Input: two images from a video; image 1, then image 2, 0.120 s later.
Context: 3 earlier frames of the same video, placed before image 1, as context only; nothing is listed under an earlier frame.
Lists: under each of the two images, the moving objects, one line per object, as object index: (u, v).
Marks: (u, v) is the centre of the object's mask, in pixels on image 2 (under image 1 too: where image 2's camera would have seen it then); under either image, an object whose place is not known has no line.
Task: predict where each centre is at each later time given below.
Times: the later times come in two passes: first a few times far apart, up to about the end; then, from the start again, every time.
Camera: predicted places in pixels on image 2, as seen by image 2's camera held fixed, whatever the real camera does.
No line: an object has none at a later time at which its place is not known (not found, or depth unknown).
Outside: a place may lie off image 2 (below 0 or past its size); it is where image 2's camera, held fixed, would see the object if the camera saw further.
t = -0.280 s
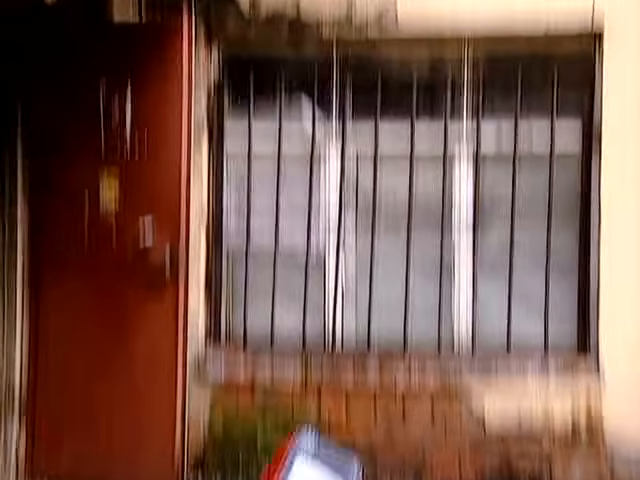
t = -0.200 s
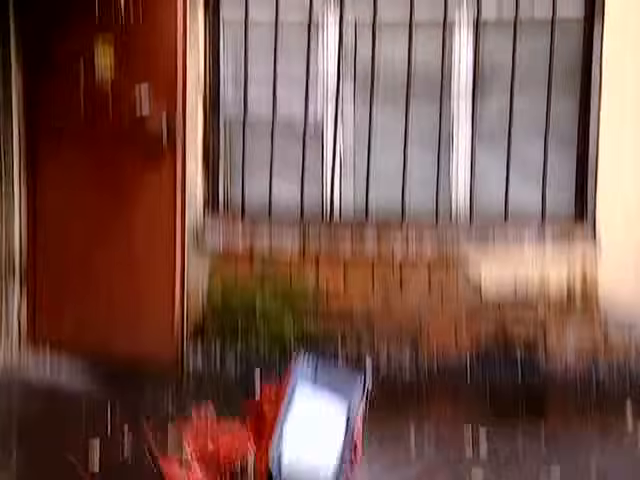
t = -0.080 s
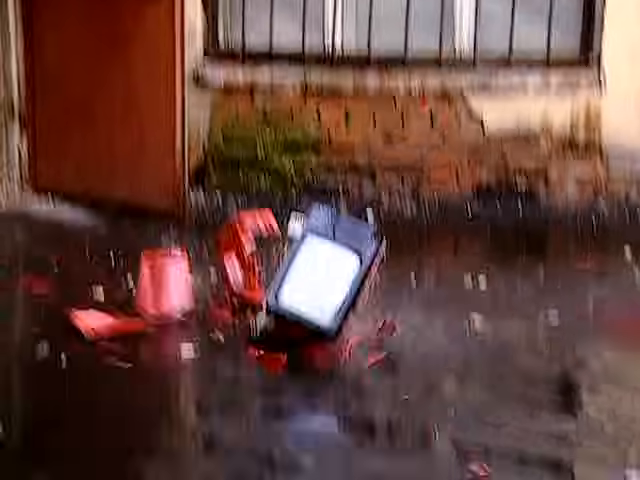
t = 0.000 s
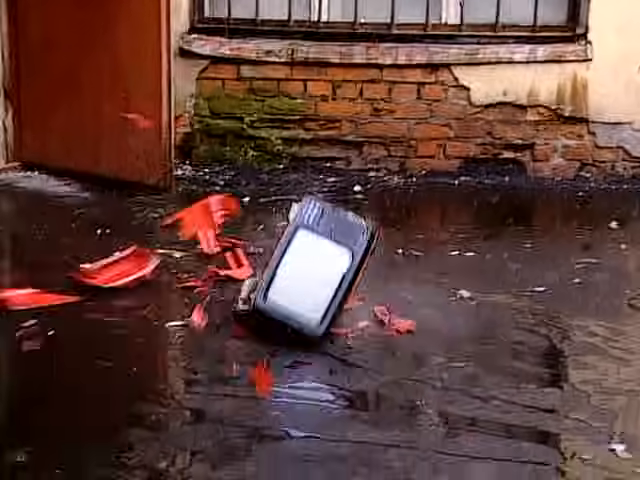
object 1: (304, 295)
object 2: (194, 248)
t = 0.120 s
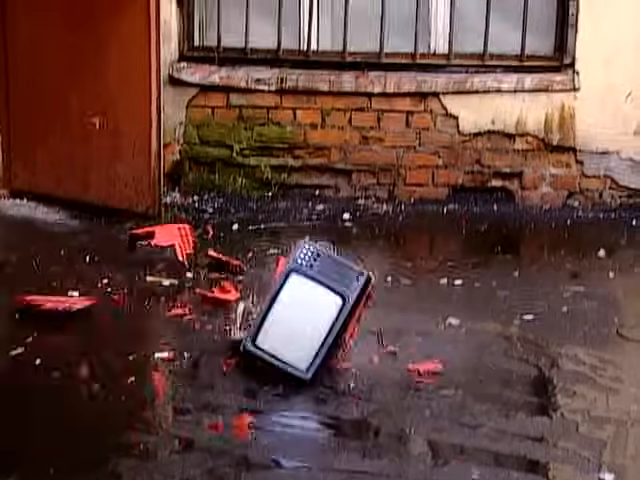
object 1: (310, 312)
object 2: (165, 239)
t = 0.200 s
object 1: (317, 313)
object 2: (158, 231)
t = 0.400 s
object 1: (340, 323)
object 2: (156, 228)
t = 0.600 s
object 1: (353, 324)
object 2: (153, 221)
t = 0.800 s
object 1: (374, 342)
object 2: (149, 227)
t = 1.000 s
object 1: (375, 344)
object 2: (149, 227)
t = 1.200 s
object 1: (376, 343)
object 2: (148, 227)
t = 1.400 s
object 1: (375, 343)
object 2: (149, 227)
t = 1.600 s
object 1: (377, 344)
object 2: (148, 227)
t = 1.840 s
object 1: (376, 343)
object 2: (148, 227)
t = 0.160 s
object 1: (312, 312)
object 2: (162, 235)
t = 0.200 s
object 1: (317, 313)
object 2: (158, 231)
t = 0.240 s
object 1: (322, 316)
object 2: (156, 231)
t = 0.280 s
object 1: (328, 317)
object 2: (155, 232)
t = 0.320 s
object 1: (332, 319)
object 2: (156, 230)
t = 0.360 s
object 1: (336, 321)
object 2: (156, 228)
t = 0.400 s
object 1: (340, 323)
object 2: (156, 228)
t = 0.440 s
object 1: (345, 323)
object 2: (154, 224)
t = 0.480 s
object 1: (348, 323)
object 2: (153, 223)
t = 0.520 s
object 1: (347, 321)
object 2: (154, 222)
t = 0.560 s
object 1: (350, 322)
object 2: (153, 220)
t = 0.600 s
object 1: (353, 324)
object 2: (153, 221)
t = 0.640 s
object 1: (358, 328)
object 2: (151, 224)
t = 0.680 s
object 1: (362, 331)
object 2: (151, 227)
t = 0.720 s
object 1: (367, 336)
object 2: (153, 228)
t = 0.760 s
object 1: (372, 341)
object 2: (152, 225)
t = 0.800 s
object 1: (374, 342)
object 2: (149, 227)
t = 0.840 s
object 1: (375, 342)
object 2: (149, 227)
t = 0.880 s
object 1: (376, 342)
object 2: (149, 226)
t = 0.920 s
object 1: (376, 343)
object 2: (149, 226)
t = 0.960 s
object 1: (376, 343)
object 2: (148, 227)
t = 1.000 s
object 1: (375, 344)
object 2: (149, 227)
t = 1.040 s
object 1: (375, 344)
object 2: (149, 226)
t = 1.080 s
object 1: (375, 344)
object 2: (149, 226)
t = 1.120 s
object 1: (376, 344)
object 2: (148, 227)
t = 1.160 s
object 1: (376, 344)
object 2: (149, 226)
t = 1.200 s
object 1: (376, 343)
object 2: (148, 227)
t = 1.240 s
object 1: (376, 343)
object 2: (148, 227)
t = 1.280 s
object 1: (376, 343)
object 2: (149, 226)
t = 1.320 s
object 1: (376, 343)
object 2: (149, 227)
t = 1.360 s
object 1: (375, 343)
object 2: (148, 227)
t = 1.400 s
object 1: (375, 343)
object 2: (149, 227)
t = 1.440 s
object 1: (376, 343)
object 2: (149, 226)
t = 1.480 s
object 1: (376, 343)
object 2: (148, 227)
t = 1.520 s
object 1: (376, 343)
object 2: (148, 227)
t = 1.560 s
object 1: (377, 344)
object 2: (148, 227)
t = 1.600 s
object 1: (377, 344)
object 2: (148, 227)
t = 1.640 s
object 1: (377, 344)
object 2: (148, 227)
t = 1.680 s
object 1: (376, 343)
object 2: (148, 227)
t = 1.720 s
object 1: (376, 343)
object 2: (148, 227)
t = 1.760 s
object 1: (376, 343)
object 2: (148, 227)
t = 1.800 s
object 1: (376, 343)
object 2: (148, 226)
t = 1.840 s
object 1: (376, 343)
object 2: (148, 227)
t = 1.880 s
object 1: (376, 343)
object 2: (148, 227)
